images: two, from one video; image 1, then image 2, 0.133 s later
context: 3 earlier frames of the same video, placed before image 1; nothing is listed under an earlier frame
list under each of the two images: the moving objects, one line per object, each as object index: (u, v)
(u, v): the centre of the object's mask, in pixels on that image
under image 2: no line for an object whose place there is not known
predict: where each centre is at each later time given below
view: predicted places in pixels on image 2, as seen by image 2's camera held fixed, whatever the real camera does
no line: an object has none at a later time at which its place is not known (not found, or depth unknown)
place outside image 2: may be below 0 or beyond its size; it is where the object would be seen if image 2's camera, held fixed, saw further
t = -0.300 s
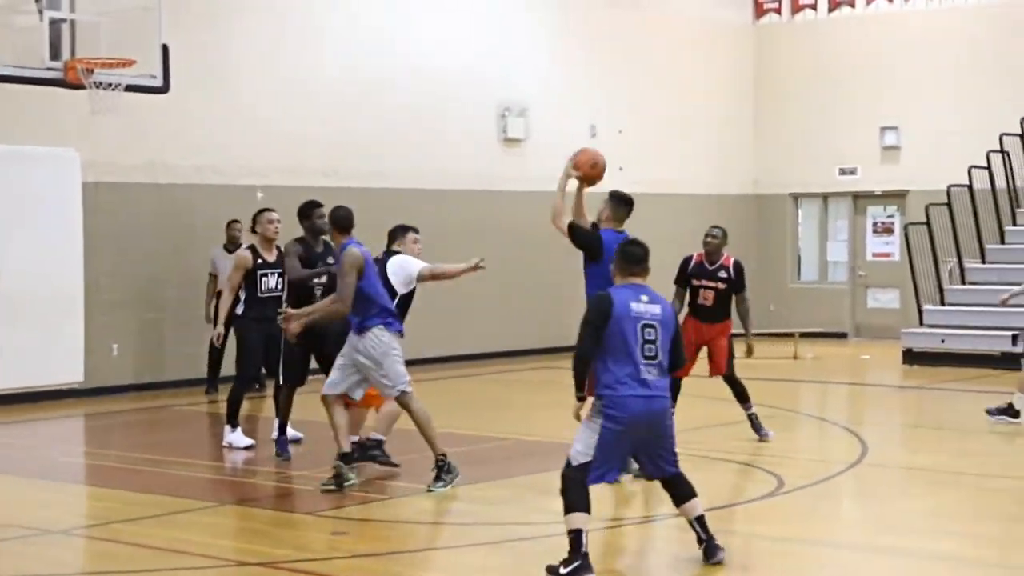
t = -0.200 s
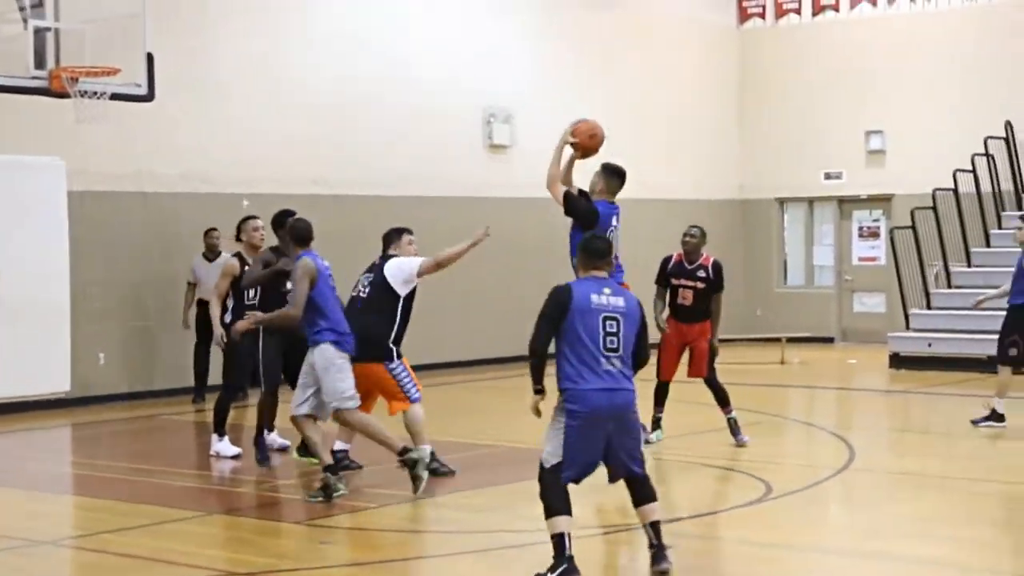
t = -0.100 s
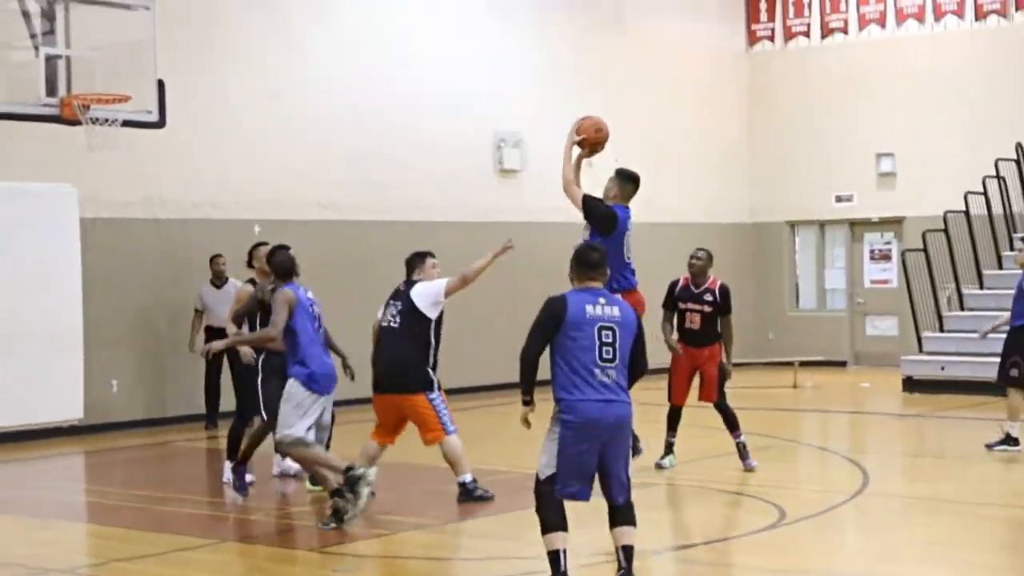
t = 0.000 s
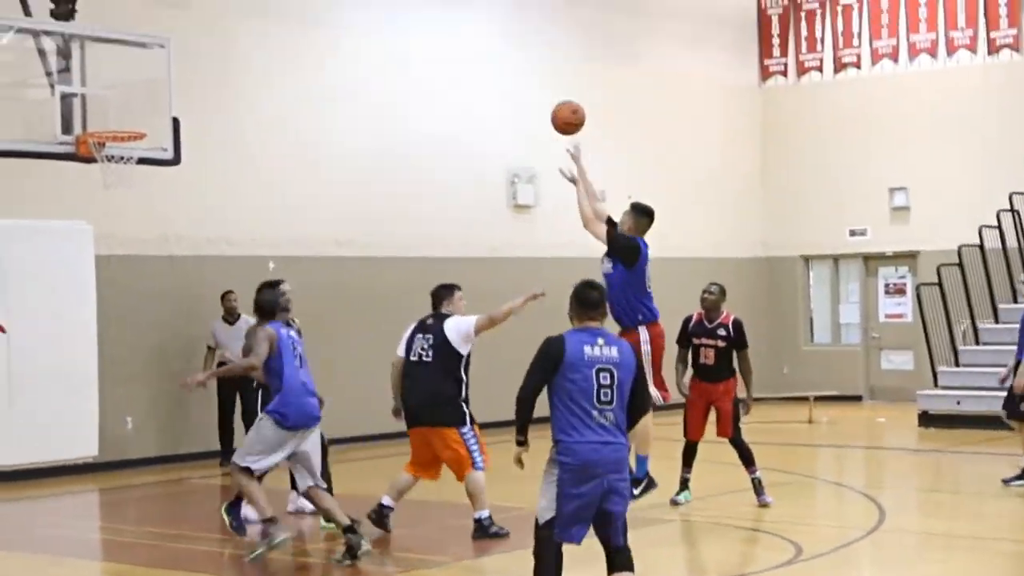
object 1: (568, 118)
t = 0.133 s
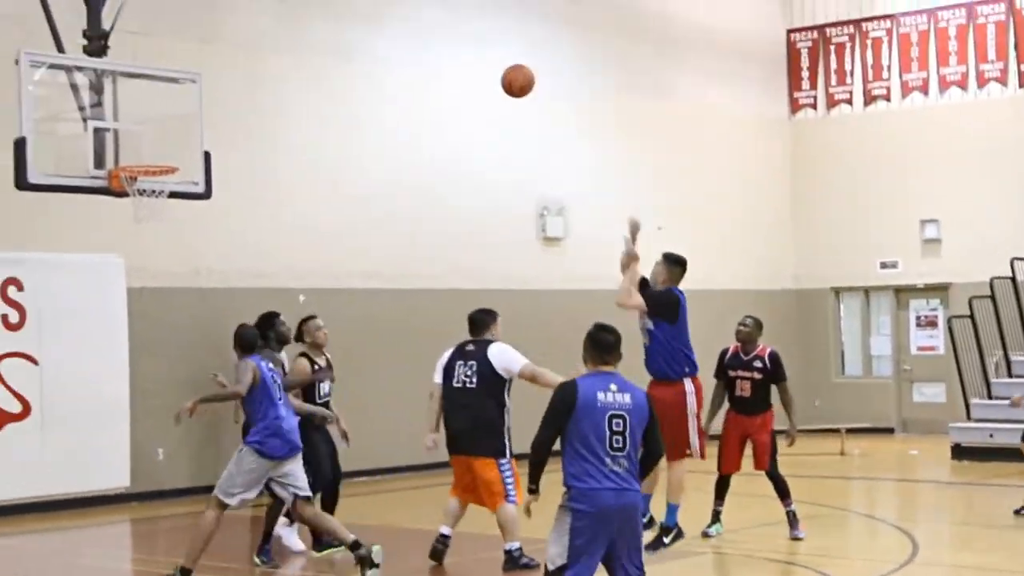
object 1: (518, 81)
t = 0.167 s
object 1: (498, 68)
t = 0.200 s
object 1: (479, 56)
